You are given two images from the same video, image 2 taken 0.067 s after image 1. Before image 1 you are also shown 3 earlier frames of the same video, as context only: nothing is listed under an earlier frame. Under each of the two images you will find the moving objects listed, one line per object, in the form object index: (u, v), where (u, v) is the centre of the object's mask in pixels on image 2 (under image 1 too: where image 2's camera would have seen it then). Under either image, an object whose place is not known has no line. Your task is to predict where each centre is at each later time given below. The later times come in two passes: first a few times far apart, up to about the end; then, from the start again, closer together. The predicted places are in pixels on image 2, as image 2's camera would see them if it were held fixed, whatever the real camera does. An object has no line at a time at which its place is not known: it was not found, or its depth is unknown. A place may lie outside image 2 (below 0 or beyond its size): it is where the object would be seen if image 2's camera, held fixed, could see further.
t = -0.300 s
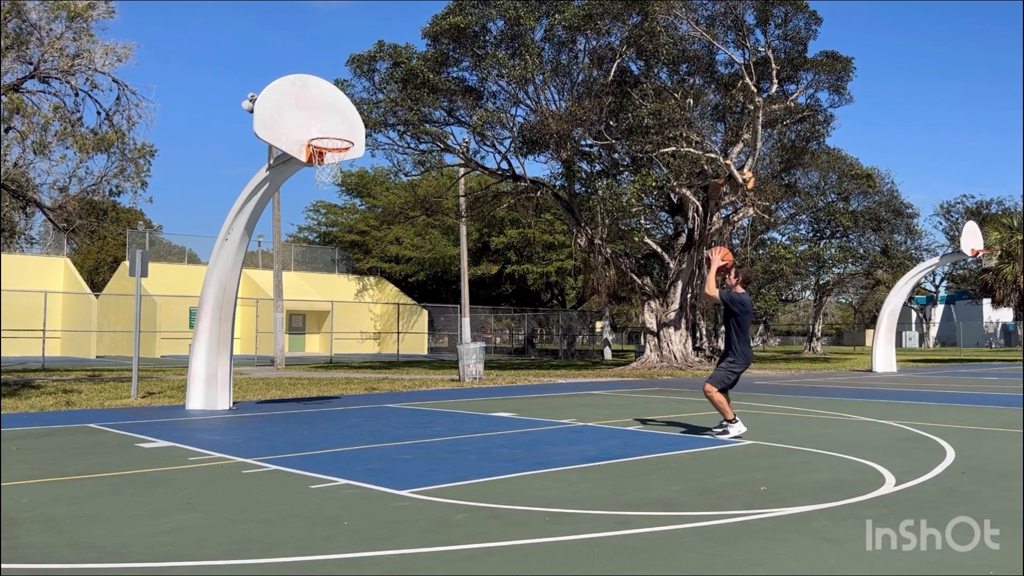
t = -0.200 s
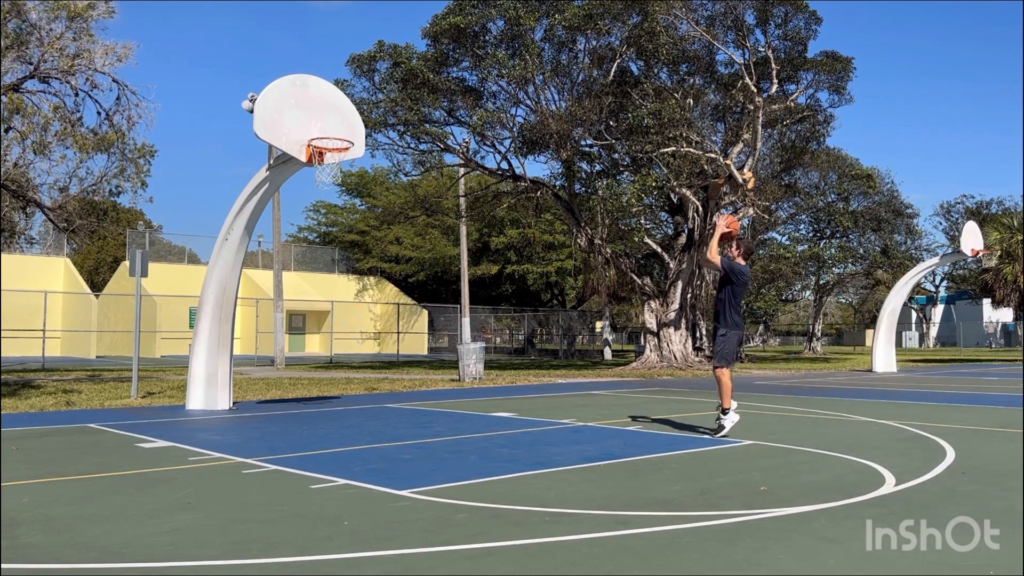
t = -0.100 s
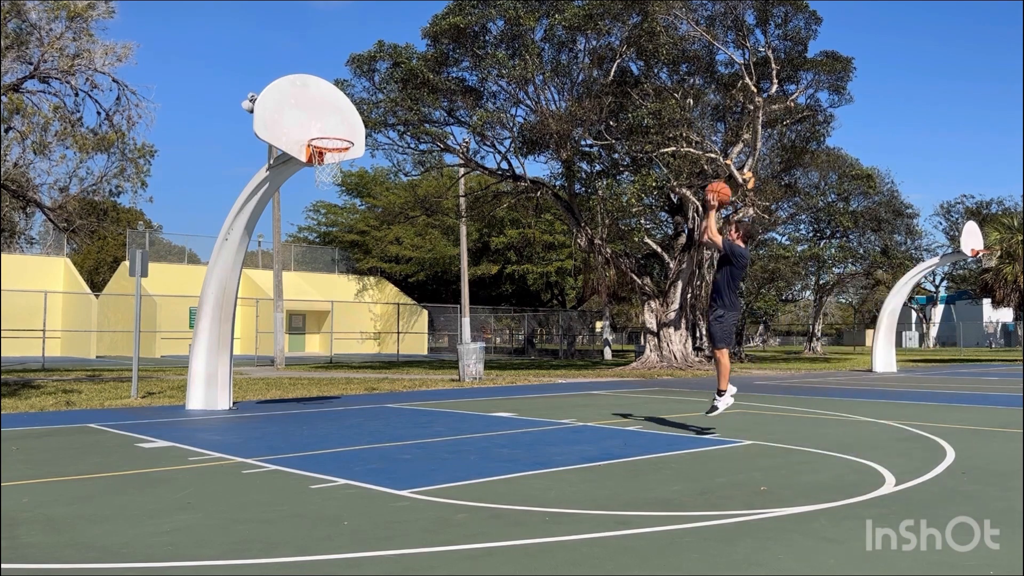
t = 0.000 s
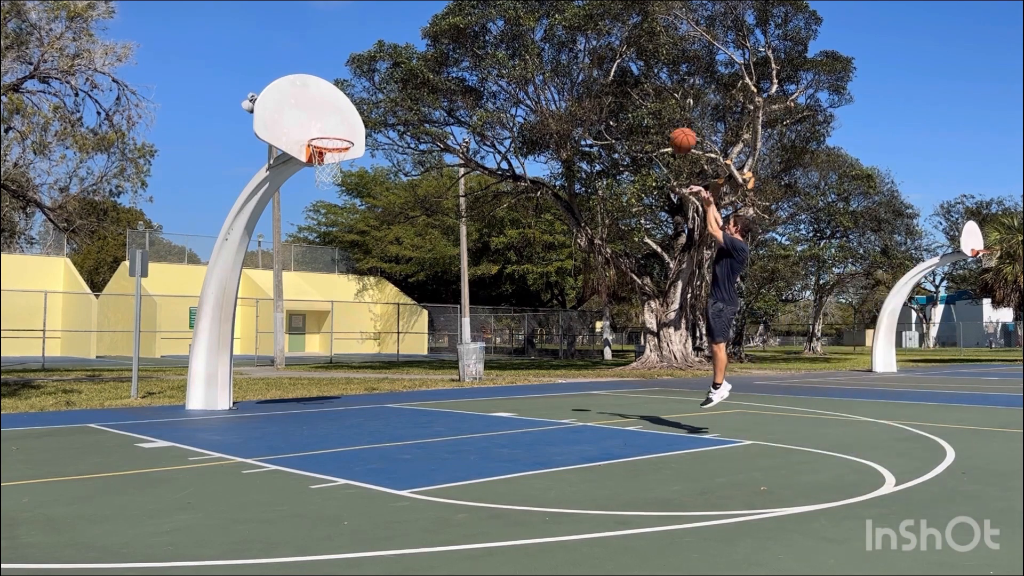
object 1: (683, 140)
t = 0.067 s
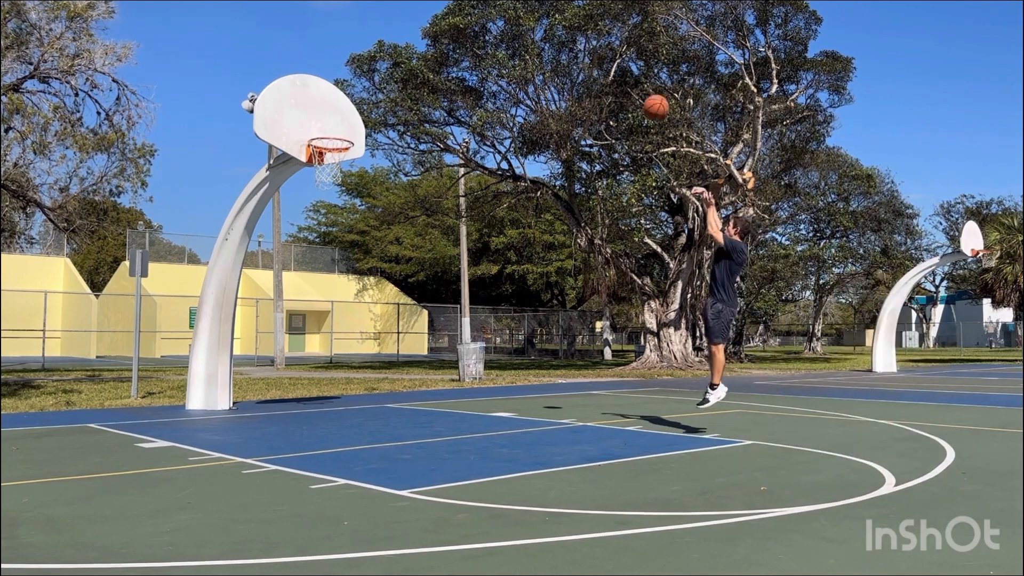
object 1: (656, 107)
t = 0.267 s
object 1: (579, 40)
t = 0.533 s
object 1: (486, 16)
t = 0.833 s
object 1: (390, 67)
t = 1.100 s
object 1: (313, 165)
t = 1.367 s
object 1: (280, 240)
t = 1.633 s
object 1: (245, 368)
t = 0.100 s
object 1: (643, 93)
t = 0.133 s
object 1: (629, 80)
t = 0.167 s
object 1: (617, 68)
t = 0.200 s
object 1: (604, 57)
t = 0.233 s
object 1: (592, 48)
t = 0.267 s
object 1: (579, 40)
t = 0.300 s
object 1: (567, 33)
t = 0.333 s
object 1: (555, 27)
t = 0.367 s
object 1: (544, 23)
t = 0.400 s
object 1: (532, 19)
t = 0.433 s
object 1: (520, 17)
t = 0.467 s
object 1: (508, 15)
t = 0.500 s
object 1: (497, 15)
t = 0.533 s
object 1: (486, 16)
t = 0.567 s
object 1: (475, 18)
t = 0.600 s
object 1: (463, 21)
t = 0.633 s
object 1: (453, 24)
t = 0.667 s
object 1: (442, 30)
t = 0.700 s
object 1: (431, 35)
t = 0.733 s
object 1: (421, 42)
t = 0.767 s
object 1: (410, 49)
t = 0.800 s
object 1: (400, 58)
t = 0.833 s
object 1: (390, 67)
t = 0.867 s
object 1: (379, 78)
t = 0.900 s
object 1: (369, 90)
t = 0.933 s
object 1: (359, 102)
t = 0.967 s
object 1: (349, 115)
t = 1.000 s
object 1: (340, 128)
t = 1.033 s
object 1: (331, 141)
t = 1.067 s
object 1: (322, 153)
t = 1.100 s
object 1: (313, 165)
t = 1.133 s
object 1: (308, 172)
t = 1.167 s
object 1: (304, 179)
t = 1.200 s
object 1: (300, 187)
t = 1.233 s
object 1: (296, 195)
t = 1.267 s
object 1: (292, 205)
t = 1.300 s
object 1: (288, 216)
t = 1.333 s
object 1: (284, 227)
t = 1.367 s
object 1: (280, 240)
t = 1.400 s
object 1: (276, 253)
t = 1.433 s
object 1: (272, 267)
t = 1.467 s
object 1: (267, 282)
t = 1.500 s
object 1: (263, 297)
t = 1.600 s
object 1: (250, 349)
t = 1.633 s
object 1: (245, 368)
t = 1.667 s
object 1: (241, 387)
